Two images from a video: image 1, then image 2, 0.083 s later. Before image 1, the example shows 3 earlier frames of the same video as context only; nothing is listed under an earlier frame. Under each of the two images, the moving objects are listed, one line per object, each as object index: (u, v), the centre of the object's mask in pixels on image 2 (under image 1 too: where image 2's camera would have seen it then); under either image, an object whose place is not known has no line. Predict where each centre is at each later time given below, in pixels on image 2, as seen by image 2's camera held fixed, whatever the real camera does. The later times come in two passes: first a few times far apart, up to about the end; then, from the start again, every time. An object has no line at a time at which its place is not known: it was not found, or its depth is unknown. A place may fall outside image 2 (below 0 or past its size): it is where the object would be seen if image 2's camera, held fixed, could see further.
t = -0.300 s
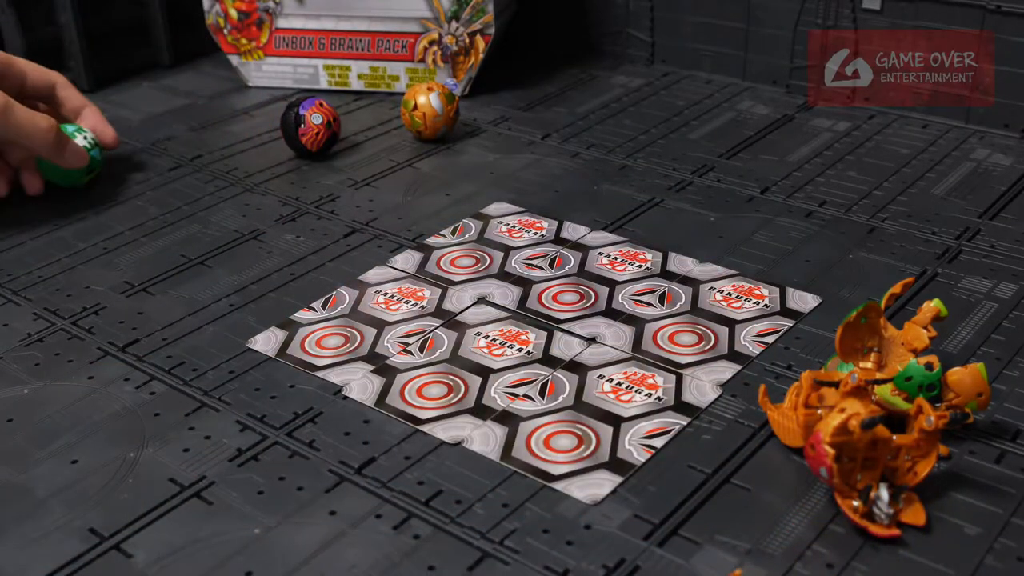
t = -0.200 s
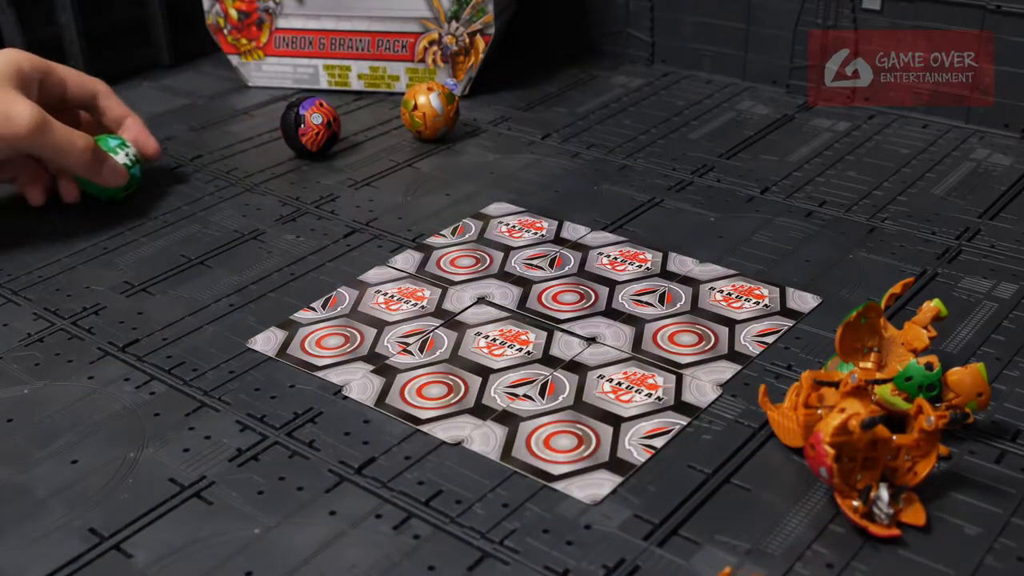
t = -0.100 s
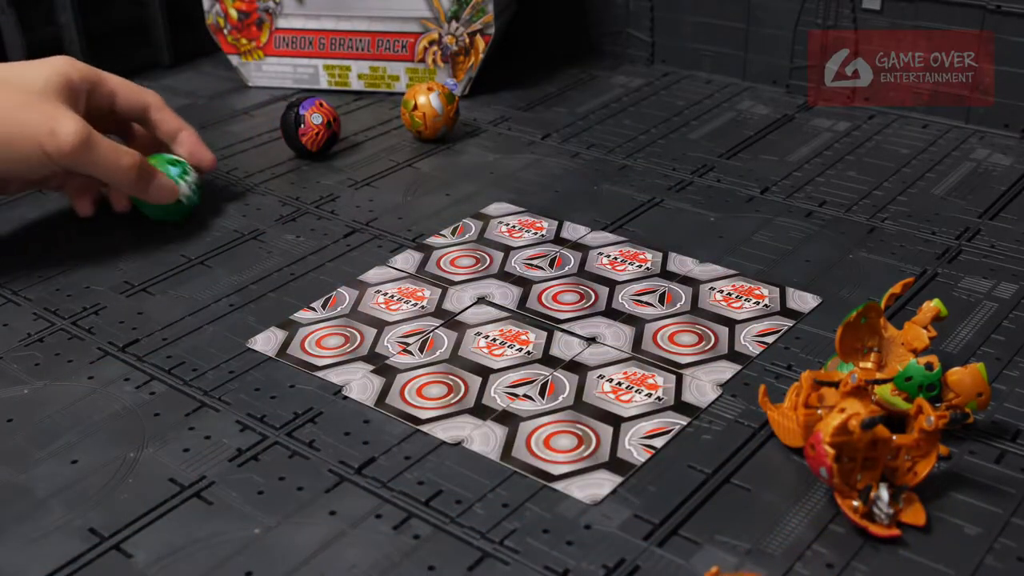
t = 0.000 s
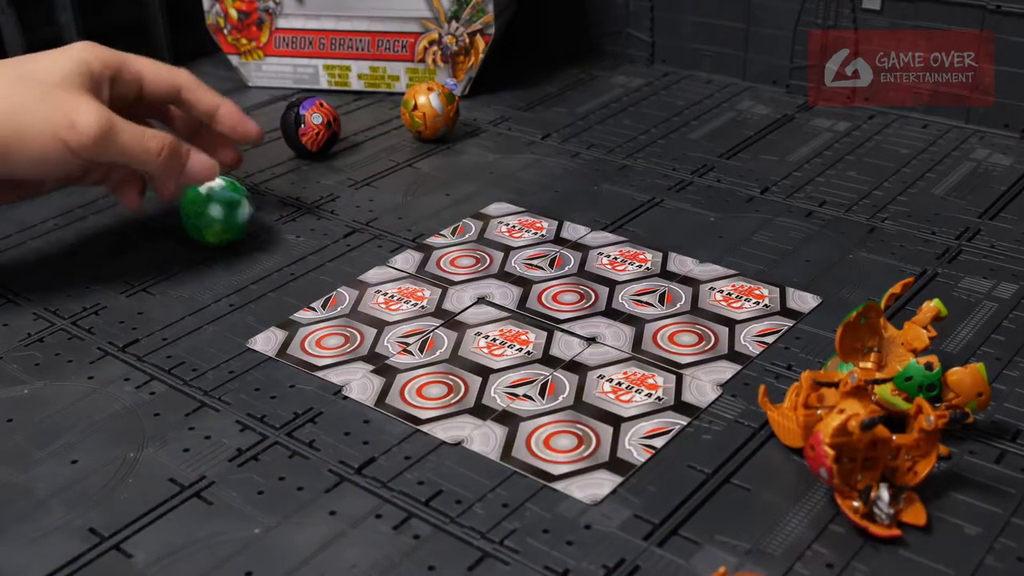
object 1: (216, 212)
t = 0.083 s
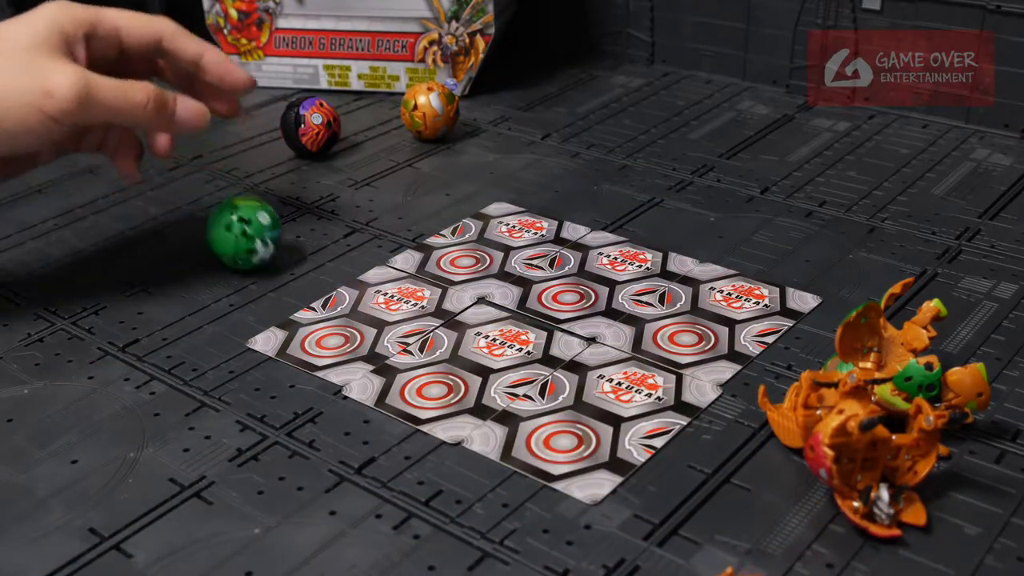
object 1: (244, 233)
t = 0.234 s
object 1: (273, 272)
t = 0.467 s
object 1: (275, 344)
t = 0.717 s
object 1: (228, 435)
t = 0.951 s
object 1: (151, 531)
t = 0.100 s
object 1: (249, 237)
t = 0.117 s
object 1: (252, 241)
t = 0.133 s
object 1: (256, 246)
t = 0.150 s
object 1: (258, 249)
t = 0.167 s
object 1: (261, 254)
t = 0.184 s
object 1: (265, 258)
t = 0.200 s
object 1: (268, 262)
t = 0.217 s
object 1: (270, 267)
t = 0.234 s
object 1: (273, 272)
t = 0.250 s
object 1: (274, 278)
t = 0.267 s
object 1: (275, 282)
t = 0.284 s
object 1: (275, 287)
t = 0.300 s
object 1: (275, 293)
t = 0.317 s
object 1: (275, 298)
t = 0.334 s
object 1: (276, 303)
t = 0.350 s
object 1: (276, 308)
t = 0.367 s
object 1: (276, 313)
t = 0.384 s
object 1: (277, 319)
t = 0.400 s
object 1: (278, 323)
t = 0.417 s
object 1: (278, 328)
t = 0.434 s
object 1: (278, 334)
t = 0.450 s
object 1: (277, 339)
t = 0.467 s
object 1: (275, 344)
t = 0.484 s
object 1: (274, 349)
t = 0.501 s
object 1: (273, 354)
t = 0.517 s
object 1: (271, 359)
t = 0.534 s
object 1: (269, 364)
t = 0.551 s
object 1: (266, 369)
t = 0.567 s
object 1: (264, 374)
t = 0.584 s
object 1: (261, 379)
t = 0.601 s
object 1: (258, 385)
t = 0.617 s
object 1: (256, 391)
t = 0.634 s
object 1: (253, 399)
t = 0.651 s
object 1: (249, 405)
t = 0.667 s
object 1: (244, 412)
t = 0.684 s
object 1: (238, 420)
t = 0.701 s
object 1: (233, 428)
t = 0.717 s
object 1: (228, 435)
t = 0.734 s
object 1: (223, 443)
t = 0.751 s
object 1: (218, 452)
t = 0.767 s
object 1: (214, 461)
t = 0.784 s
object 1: (208, 469)
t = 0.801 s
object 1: (203, 477)
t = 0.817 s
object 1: (197, 485)
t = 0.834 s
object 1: (191, 492)
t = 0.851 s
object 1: (186, 499)
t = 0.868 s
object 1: (180, 506)
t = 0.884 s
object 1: (174, 512)
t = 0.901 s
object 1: (168, 518)
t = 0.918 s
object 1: (163, 523)
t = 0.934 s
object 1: (157, 527)
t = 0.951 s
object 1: (151, 531)
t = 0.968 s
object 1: (144, 535)
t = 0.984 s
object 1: (137, 538)
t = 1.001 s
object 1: (129, 542)
